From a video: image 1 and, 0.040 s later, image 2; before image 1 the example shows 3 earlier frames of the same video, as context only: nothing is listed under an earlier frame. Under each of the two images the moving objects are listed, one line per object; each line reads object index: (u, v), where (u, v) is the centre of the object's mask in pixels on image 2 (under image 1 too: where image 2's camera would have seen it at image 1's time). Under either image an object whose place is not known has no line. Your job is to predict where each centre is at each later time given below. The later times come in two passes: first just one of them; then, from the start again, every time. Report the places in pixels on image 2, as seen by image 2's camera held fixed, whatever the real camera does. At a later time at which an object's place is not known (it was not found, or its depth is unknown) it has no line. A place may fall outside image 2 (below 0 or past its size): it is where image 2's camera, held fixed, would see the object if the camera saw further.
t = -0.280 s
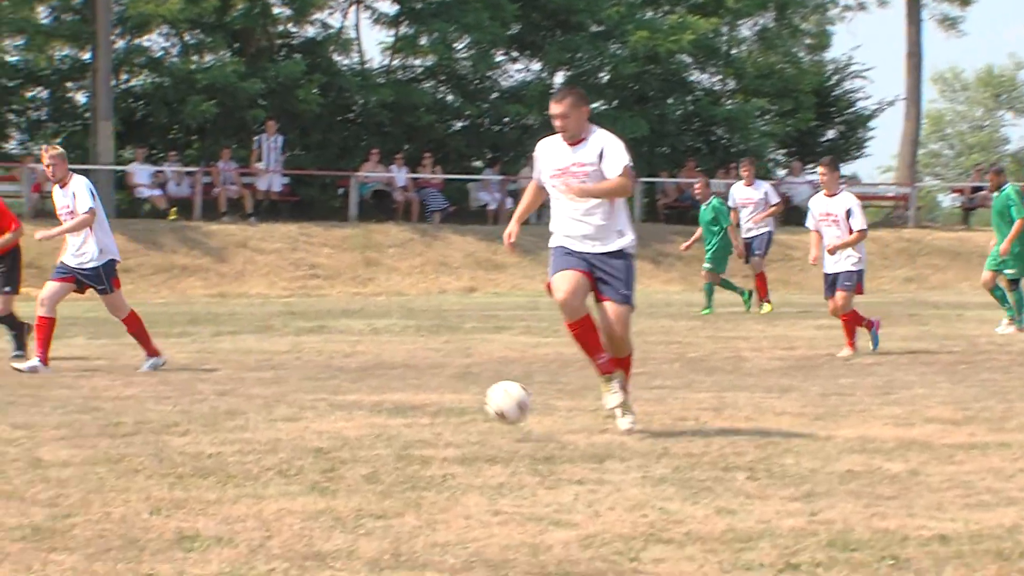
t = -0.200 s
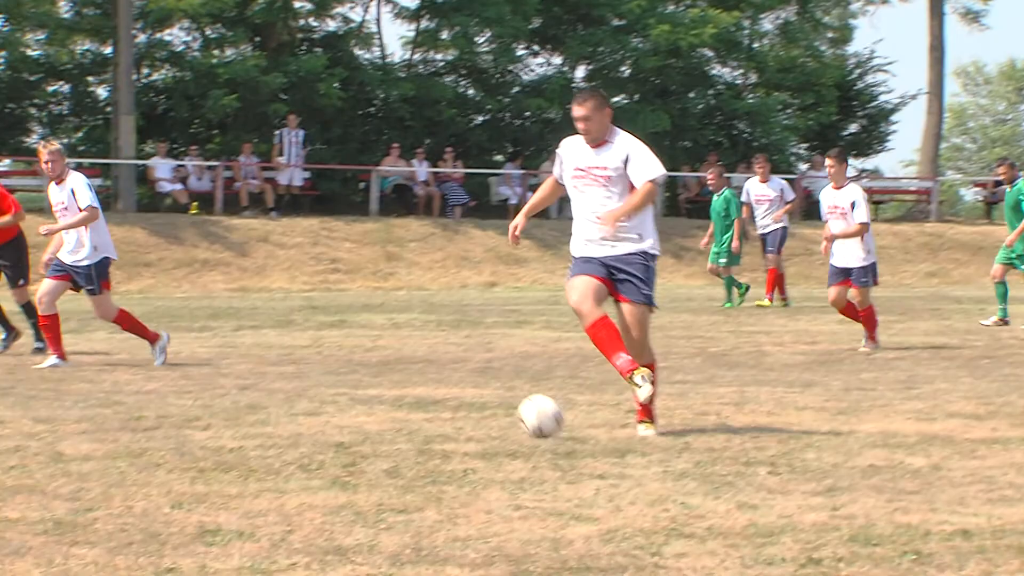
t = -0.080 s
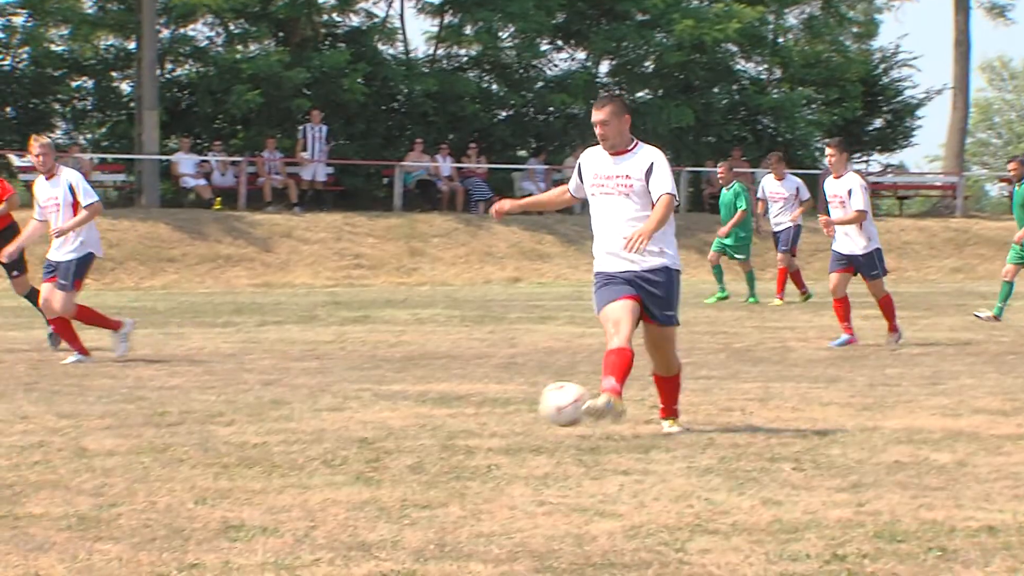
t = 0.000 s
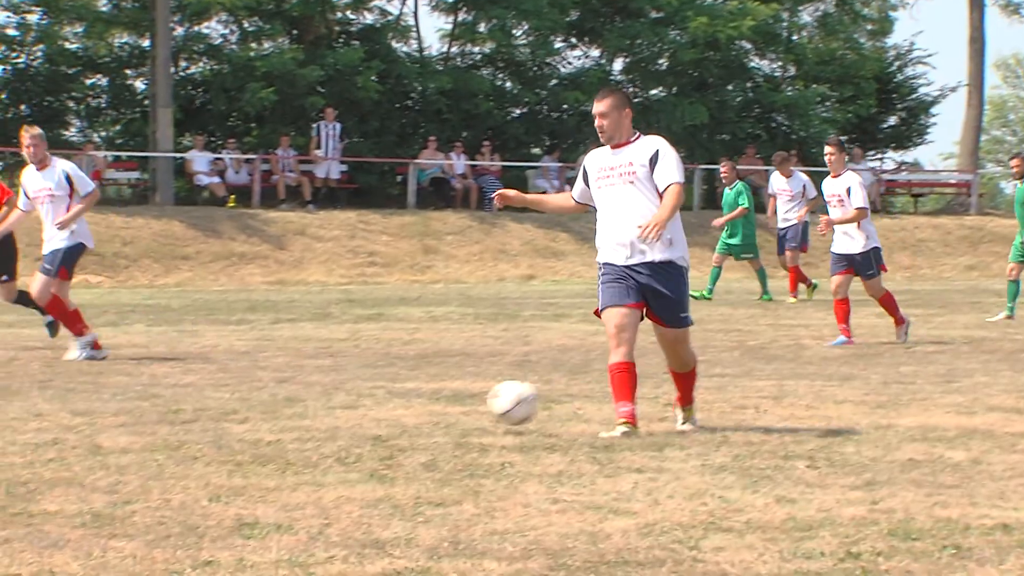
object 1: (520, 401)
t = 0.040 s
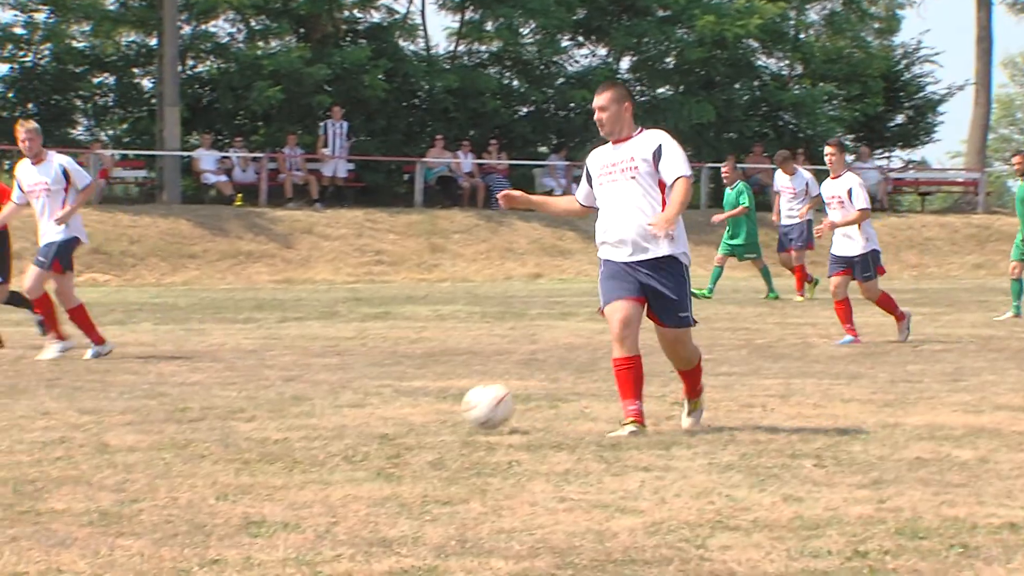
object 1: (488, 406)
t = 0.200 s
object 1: (389, 406)
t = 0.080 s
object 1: (455, 412)
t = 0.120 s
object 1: (428, 415)
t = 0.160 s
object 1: (409, 410)
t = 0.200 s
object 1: (389, 406)
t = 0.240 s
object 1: (369, 405)
